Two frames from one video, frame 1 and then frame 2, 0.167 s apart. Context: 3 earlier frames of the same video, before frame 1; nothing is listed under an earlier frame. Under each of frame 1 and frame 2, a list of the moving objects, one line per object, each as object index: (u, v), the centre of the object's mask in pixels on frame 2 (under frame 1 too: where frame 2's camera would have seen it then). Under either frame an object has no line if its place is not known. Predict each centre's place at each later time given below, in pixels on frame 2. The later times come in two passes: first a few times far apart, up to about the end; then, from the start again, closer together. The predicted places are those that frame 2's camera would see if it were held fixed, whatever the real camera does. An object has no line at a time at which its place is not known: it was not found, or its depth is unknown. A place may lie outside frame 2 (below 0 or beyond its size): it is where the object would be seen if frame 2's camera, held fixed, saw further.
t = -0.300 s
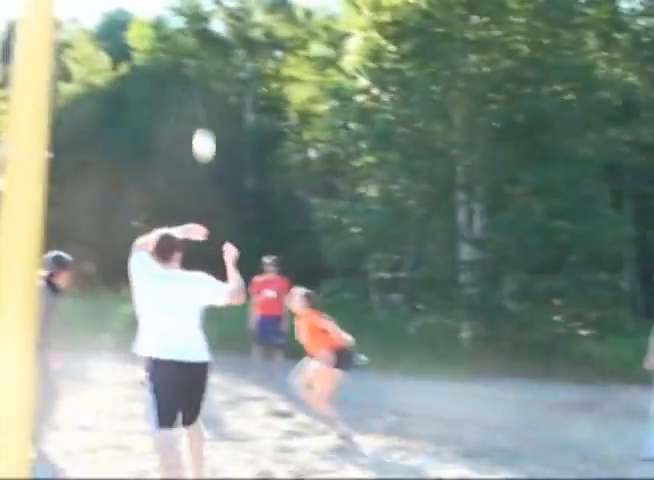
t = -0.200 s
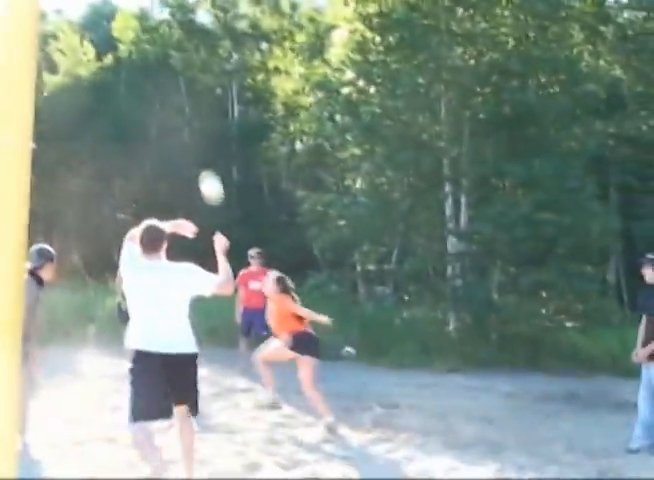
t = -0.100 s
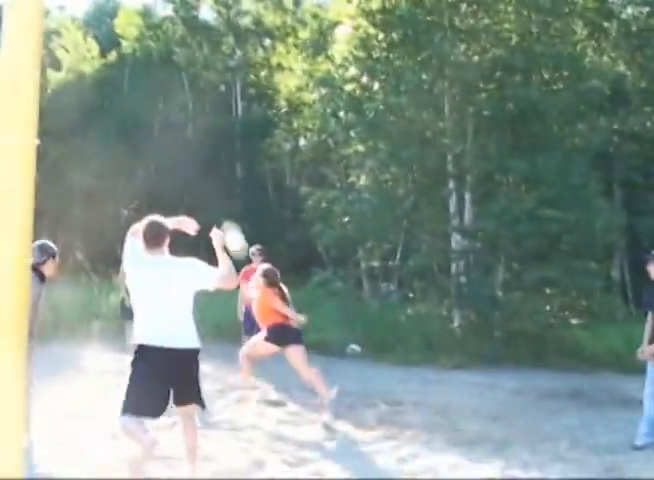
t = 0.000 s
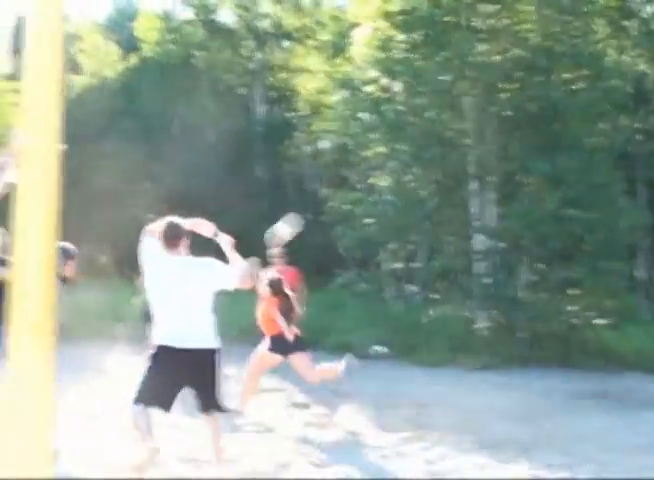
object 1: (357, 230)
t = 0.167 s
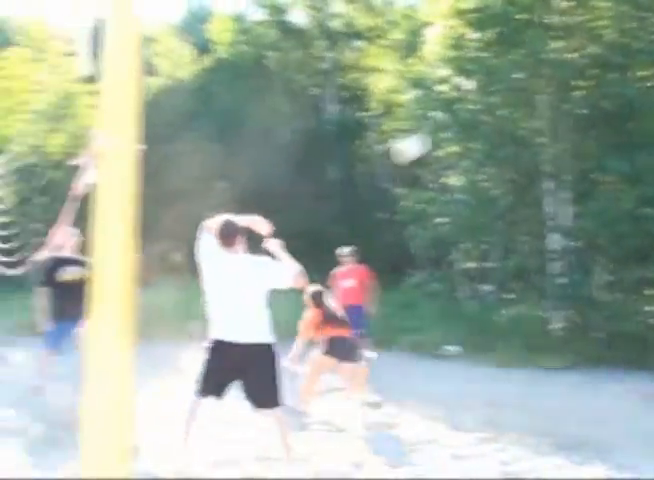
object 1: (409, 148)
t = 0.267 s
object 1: (446, 112)
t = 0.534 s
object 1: (532, 63)
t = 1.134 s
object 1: (708, 211)
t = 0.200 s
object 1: (422, 136)
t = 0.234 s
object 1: (434, 123)
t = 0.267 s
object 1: (446, 112)
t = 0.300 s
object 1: (456, 102)
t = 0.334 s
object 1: (467, 93)
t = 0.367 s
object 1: (477, 86)
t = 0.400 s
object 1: (489, 79)
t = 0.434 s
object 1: (500, 72)
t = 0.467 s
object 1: (511, 68)
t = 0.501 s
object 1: (522, 66)
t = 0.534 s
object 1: (532, 63)
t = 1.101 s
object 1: (699, 193)
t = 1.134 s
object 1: (708, 211)
